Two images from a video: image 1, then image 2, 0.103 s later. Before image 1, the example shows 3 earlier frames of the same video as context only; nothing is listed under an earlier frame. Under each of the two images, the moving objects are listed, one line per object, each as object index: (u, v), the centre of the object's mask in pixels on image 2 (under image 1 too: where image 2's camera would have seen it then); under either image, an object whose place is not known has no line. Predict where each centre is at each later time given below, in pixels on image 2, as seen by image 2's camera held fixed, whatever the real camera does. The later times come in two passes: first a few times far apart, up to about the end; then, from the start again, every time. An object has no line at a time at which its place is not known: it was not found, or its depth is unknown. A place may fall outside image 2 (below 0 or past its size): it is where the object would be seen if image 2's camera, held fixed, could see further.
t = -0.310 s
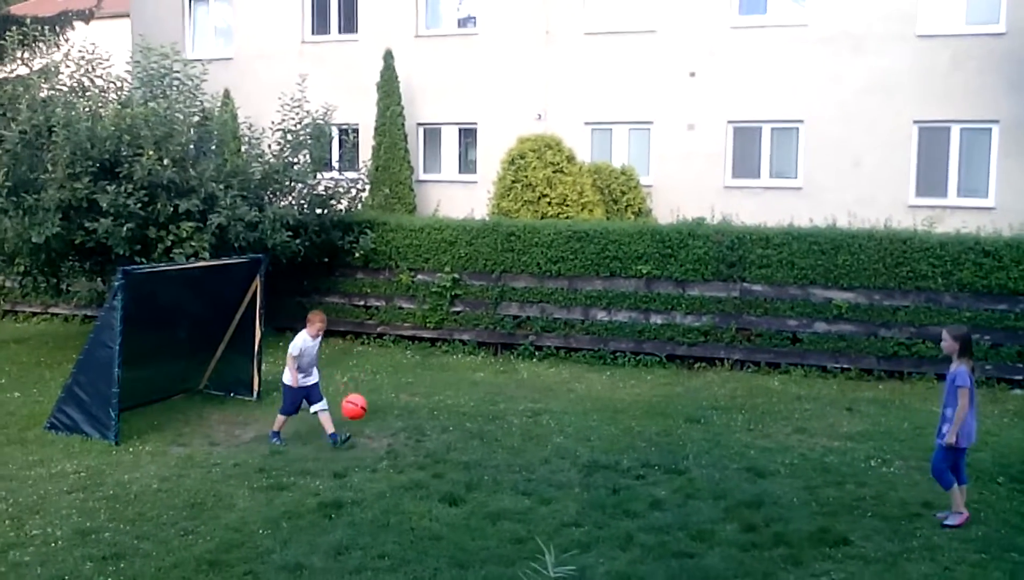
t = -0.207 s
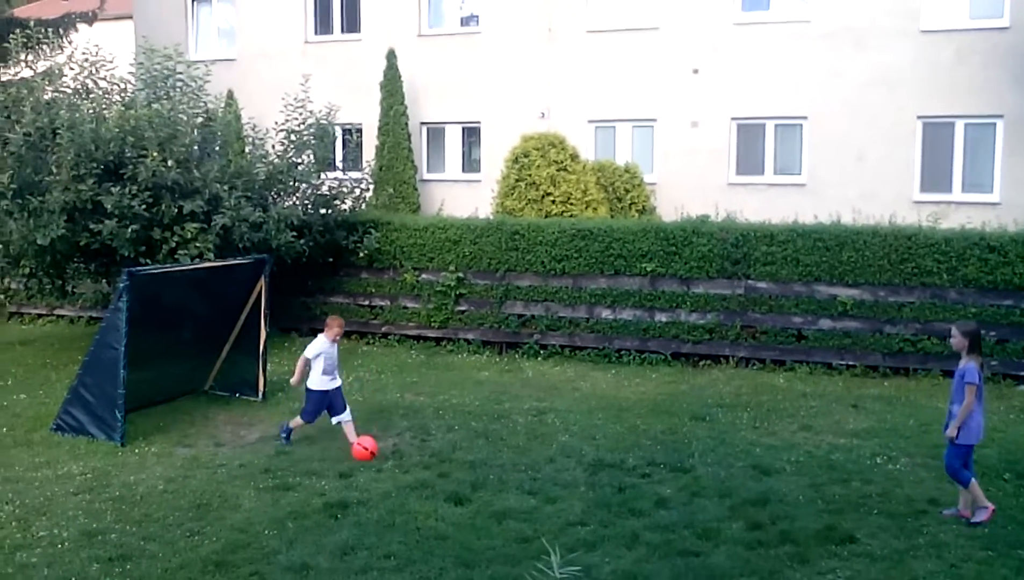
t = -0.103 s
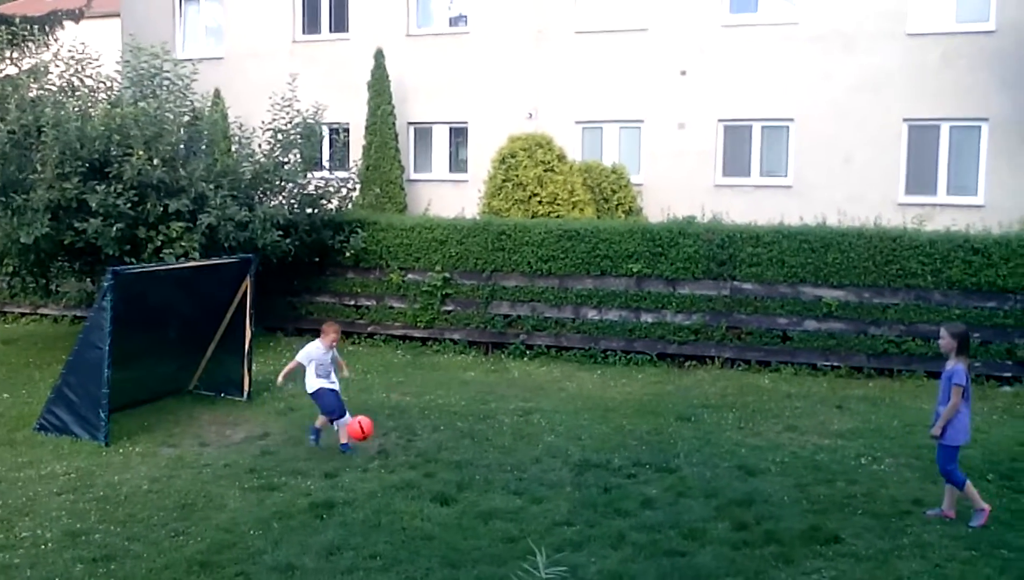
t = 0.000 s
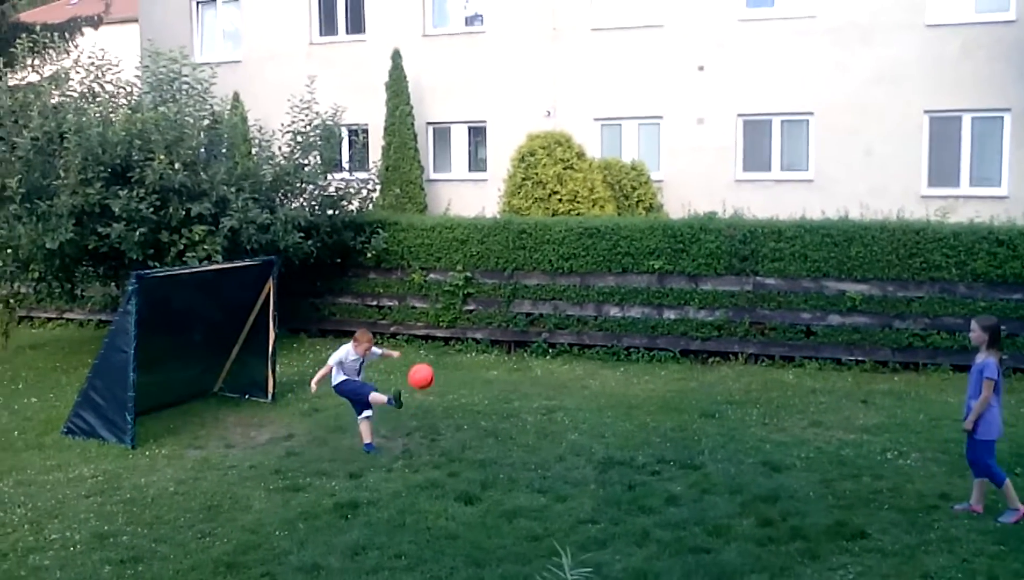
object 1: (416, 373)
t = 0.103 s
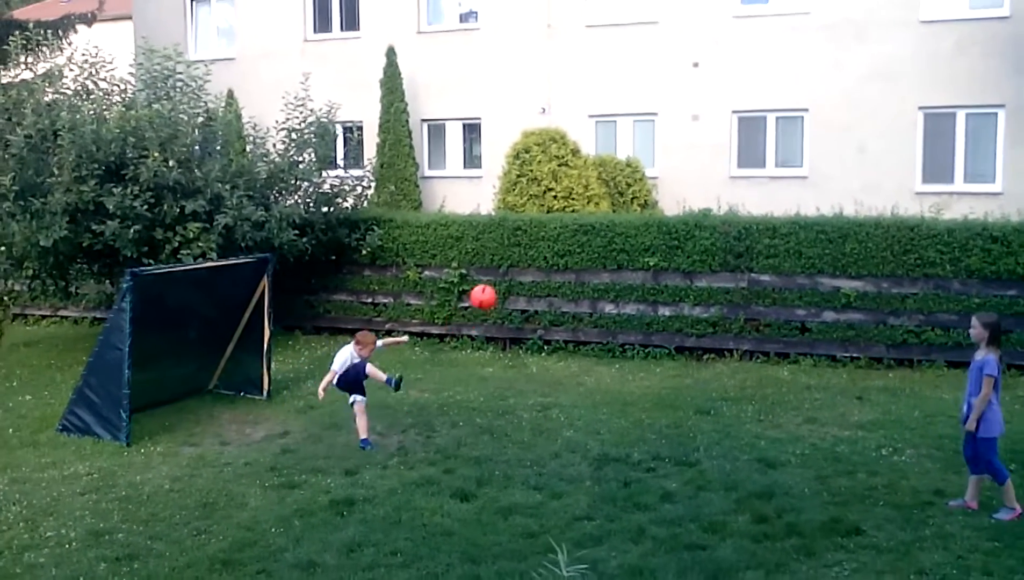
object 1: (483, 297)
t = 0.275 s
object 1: (591, 197)
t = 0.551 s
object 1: (750, 111)
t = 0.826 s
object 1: (891, 107)
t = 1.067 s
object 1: (998, 164)
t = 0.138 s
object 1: (505, 275)
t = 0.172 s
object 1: (526, 253)
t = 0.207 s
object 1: (548, 233)
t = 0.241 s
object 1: (569, 214)
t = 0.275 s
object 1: (591, 197)
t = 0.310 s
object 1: (612, 181)
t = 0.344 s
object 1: (631, 168)
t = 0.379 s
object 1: (652, 155)
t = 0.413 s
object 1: (672, 143)
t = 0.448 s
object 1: (693, 133)
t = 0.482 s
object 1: (712, 124)
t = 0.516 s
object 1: (730, 117)
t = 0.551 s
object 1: (750, 111)
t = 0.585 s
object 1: (769, 106)
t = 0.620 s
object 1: (788, 102)
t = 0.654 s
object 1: (805, 99)
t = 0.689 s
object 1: (822, 98)
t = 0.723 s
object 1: (839, 98)
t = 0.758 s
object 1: (856, 99)
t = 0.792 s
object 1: (874, 103)
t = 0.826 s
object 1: (891, 107)
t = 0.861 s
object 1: (907, 112)
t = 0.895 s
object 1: (923, 117)
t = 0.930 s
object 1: (938, 124)
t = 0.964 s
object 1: (954, 133)
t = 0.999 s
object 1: (970, 142)
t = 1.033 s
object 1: (984, 152)
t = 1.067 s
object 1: (998, 164)
